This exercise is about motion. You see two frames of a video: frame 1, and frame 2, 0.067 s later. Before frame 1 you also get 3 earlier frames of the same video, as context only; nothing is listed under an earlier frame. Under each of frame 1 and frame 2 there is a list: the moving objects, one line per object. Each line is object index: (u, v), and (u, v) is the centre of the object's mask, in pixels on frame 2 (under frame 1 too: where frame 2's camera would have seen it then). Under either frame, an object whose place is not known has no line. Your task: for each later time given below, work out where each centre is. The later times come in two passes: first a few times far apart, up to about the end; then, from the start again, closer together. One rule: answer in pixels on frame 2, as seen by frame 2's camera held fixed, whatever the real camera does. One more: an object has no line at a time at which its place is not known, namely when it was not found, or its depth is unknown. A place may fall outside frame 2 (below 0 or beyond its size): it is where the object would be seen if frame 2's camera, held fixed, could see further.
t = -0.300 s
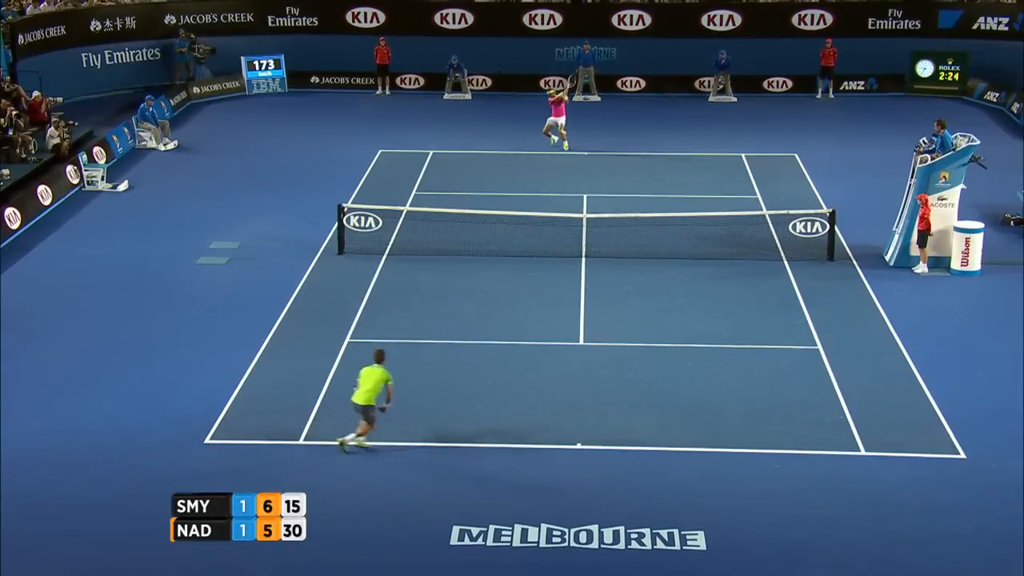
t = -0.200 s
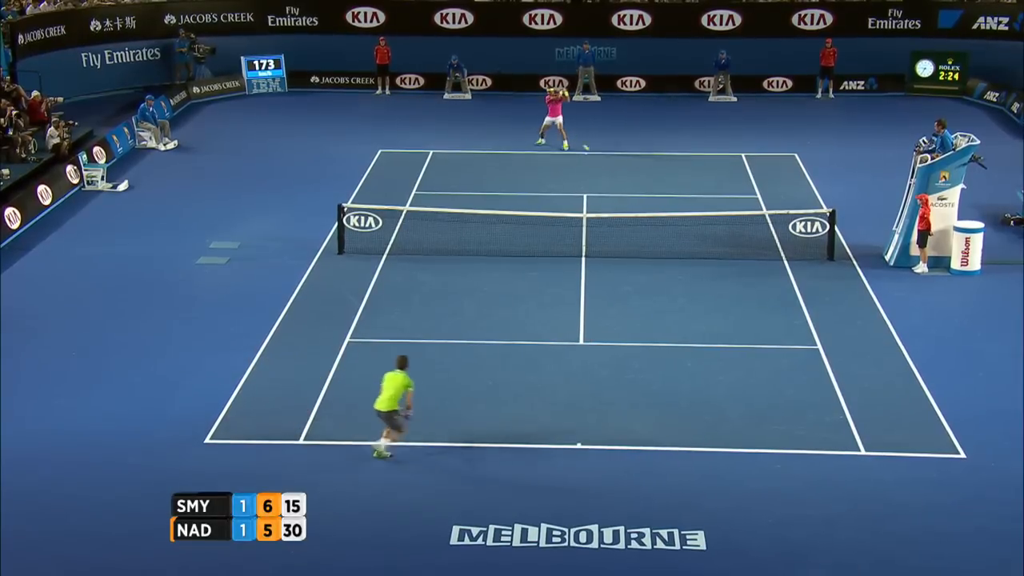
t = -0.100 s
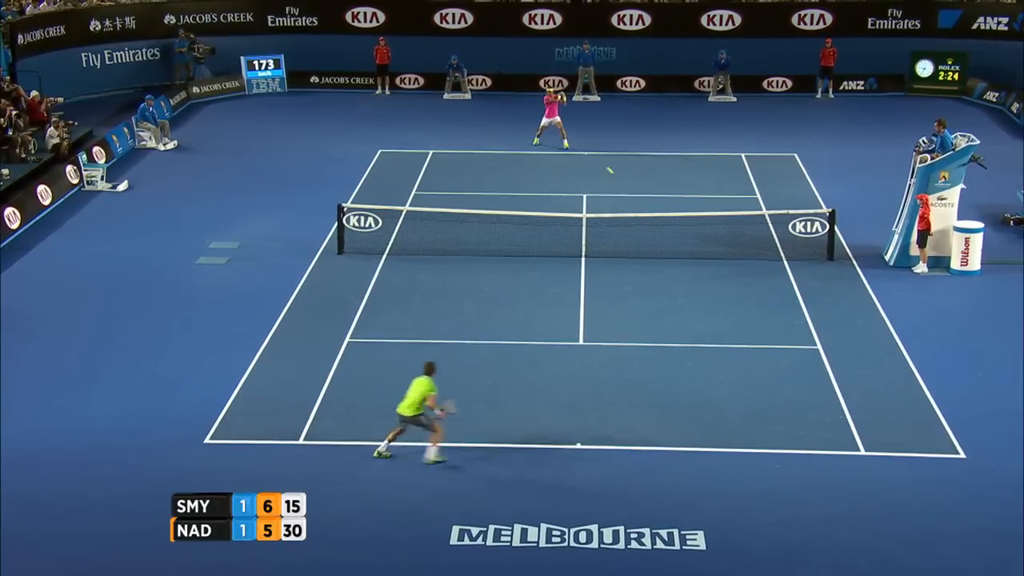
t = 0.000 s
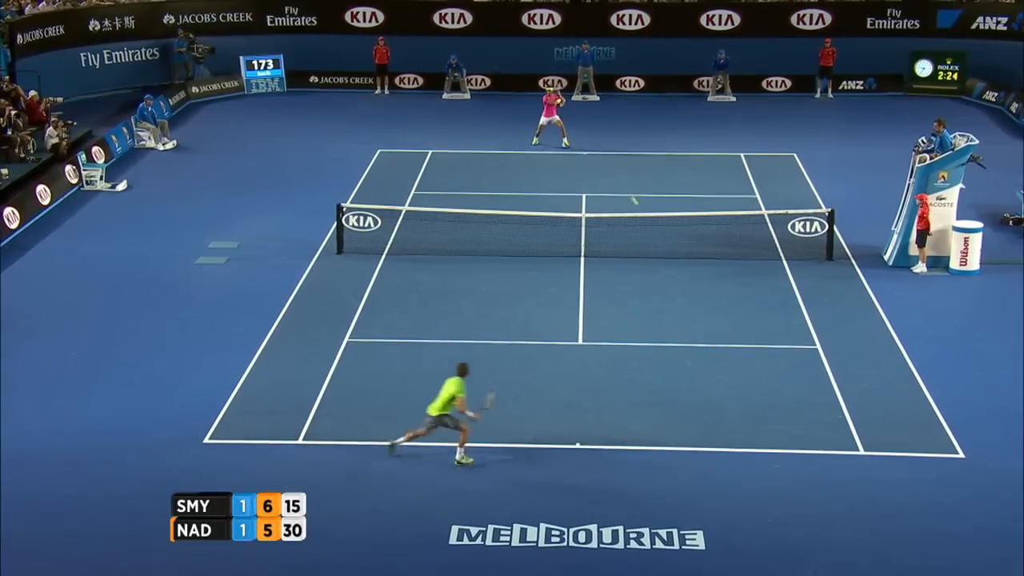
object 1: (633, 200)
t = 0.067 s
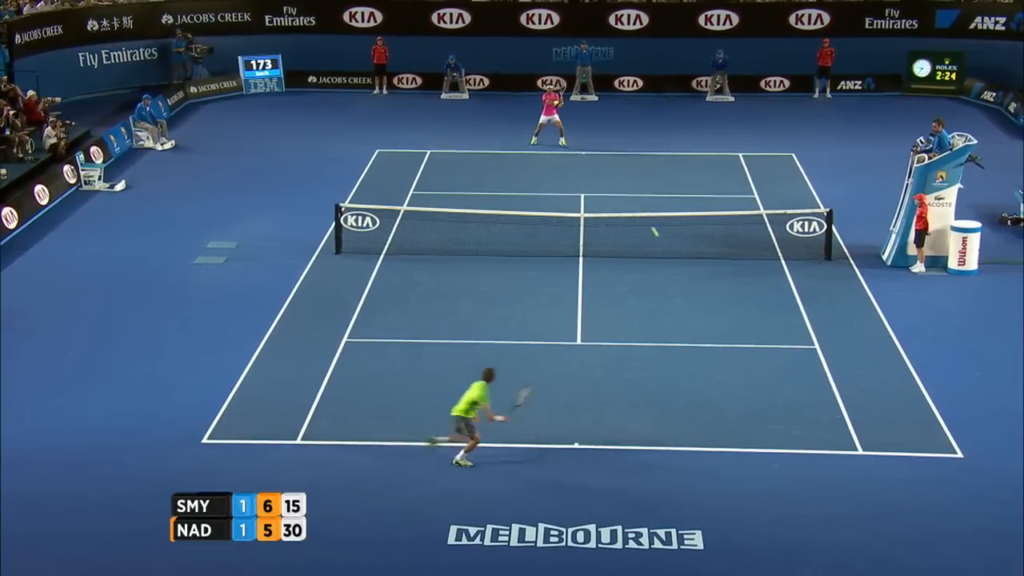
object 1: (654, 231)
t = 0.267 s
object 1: (714, 335)
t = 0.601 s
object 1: (804, 407)
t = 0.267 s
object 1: (714, 335)
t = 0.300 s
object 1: (720, 347)
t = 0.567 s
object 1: (798, 404)
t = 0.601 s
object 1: (804, 407)
